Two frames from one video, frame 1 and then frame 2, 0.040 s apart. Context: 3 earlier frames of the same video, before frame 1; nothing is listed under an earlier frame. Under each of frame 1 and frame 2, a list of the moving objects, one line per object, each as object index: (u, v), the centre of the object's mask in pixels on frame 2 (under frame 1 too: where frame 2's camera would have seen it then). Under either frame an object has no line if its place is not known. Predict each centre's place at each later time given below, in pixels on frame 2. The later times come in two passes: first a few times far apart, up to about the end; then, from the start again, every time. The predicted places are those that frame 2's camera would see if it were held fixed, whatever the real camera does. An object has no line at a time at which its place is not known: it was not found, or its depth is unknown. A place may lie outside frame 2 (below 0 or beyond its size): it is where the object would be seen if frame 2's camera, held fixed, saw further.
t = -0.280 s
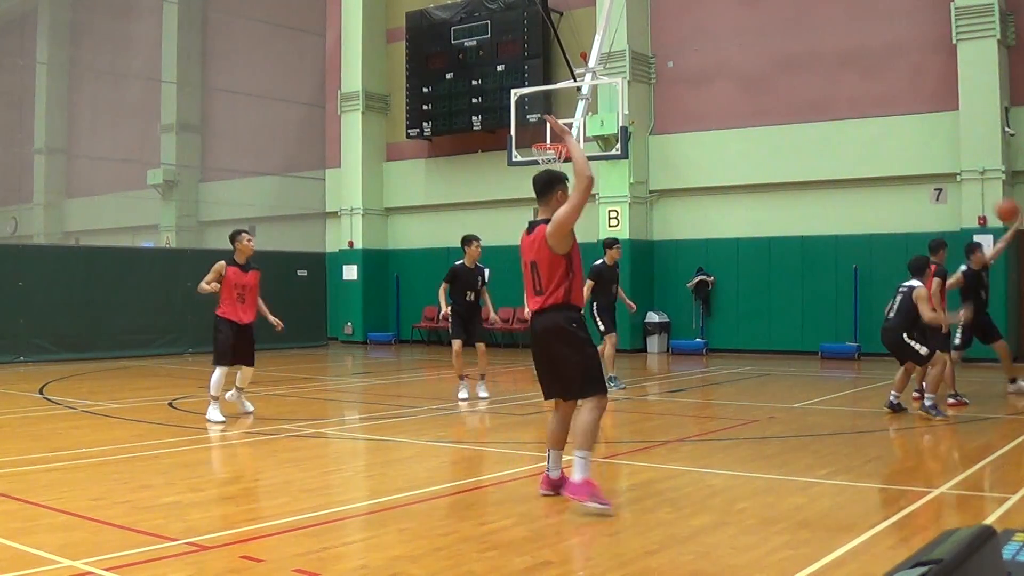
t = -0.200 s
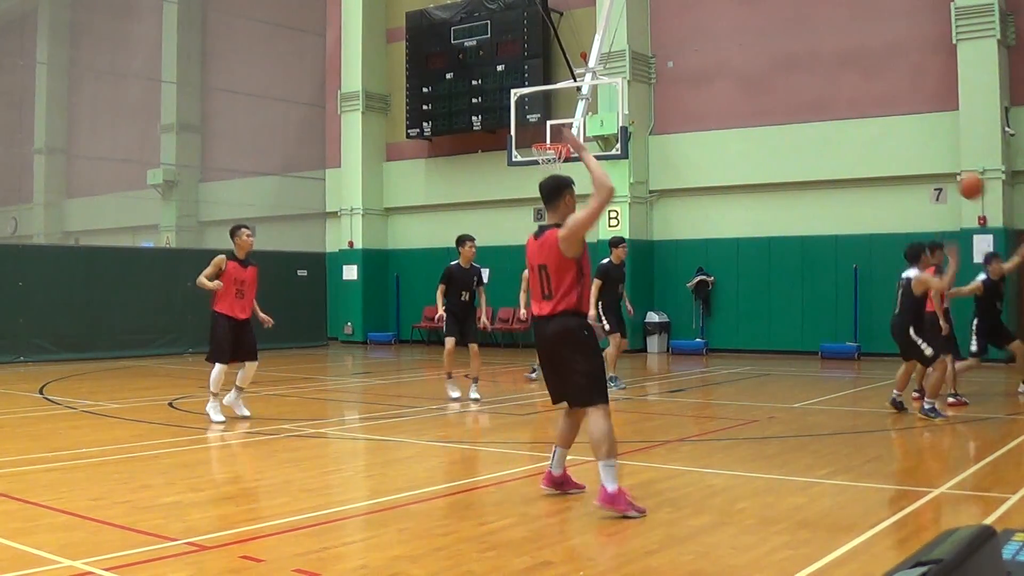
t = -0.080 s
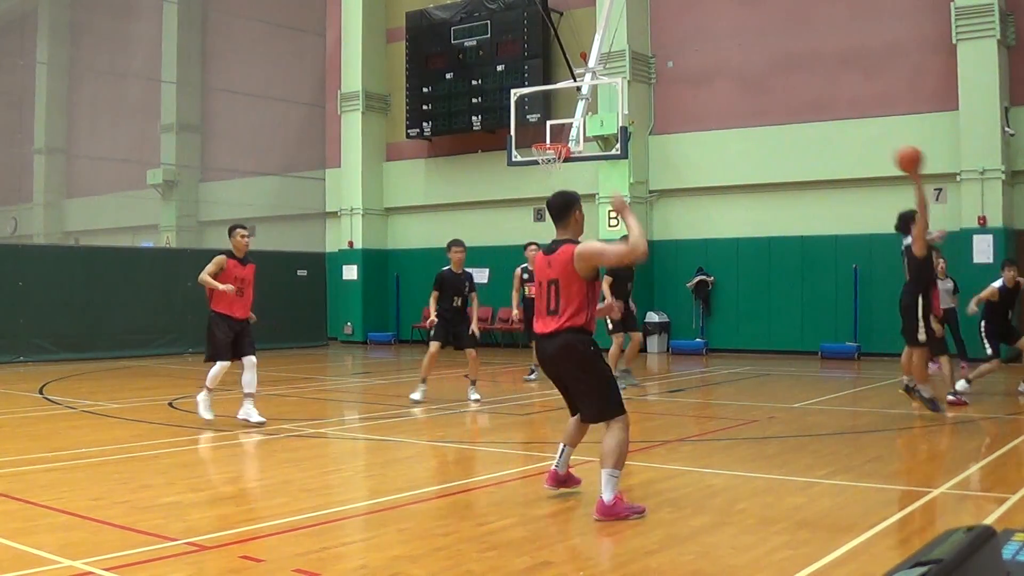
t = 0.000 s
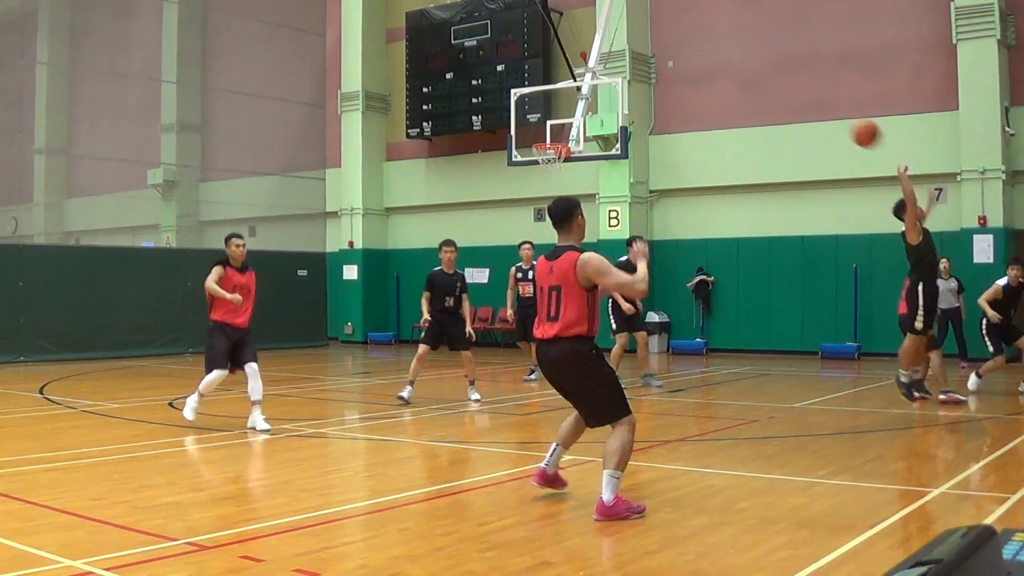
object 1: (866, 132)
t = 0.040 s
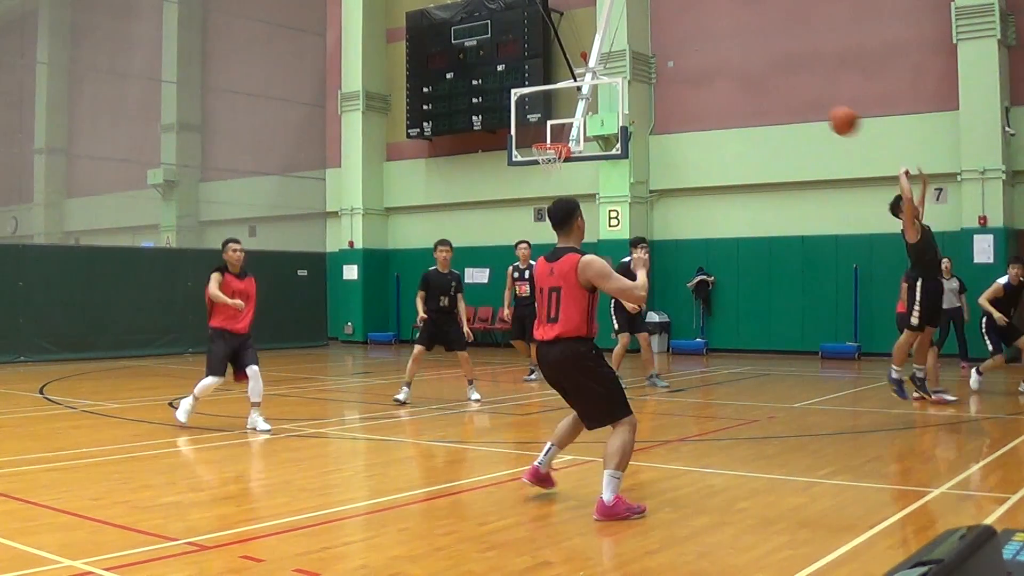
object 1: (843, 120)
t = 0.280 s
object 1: (706, 87)
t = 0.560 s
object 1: (535, 138)
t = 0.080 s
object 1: (822, 110)
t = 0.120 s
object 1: (798, 102)
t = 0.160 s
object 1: (775, 95)
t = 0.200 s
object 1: (753, 91)
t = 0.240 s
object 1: (730, 88)
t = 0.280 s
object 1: (706, 87)
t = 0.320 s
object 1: (683, 88)
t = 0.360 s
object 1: (659, 91)
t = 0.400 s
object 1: (636, 97)
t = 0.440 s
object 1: (610, 104)
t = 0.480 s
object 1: (586, 113)
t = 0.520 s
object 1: (561, 125)
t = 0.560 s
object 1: (535, 138)
